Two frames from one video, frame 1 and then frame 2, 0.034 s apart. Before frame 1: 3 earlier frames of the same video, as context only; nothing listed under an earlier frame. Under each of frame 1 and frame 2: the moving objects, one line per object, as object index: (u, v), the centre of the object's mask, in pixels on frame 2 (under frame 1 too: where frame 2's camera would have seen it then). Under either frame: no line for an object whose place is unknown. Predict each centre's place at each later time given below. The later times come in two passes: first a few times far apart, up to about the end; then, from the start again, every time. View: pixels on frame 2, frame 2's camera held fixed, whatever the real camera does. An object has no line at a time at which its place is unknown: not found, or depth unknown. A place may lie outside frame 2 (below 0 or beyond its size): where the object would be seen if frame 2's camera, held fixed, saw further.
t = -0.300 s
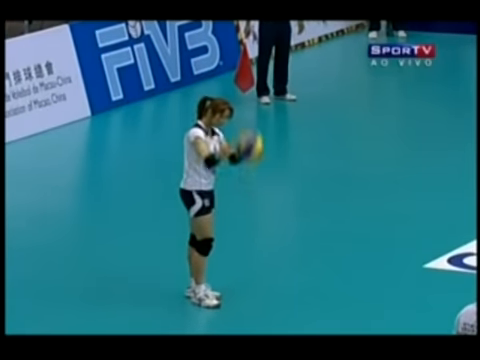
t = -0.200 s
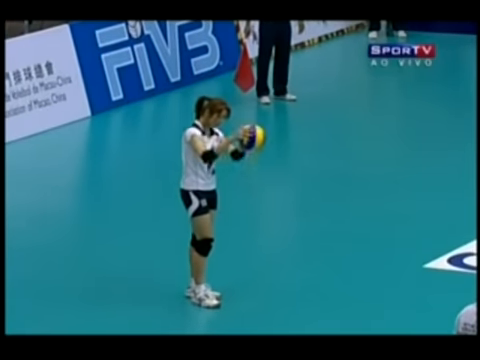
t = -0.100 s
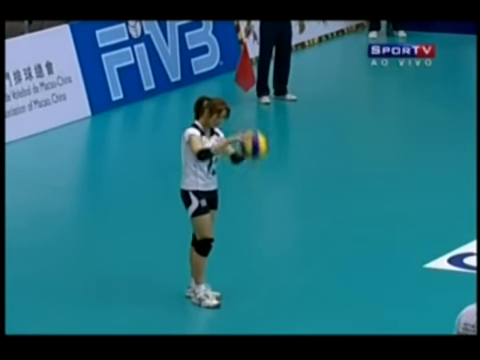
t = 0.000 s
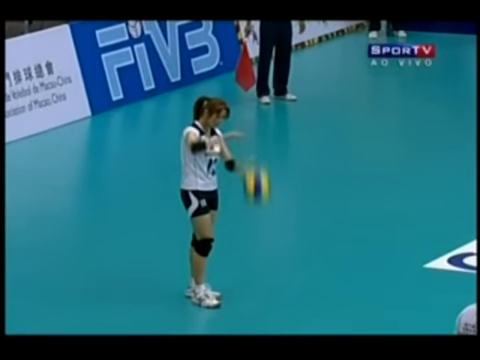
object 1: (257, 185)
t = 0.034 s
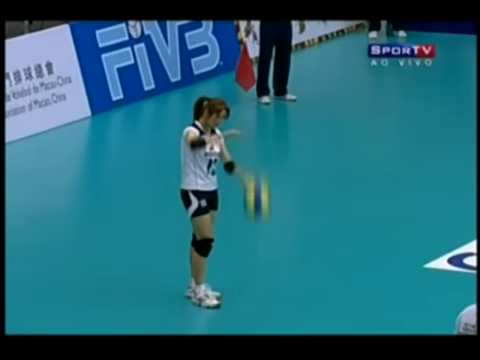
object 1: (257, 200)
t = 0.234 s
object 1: (260, 282)
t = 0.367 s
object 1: (261, 235)
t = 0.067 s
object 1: (258, 213)
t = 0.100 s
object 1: (258, 228)
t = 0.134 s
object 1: (258, 244)
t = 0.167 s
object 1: (258, 257)
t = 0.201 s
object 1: (259, 290)
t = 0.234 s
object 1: (260, 282)
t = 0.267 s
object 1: (260, 268)
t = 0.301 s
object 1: (259, 256)
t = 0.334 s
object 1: (260, 245)
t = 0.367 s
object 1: (261, 235)
